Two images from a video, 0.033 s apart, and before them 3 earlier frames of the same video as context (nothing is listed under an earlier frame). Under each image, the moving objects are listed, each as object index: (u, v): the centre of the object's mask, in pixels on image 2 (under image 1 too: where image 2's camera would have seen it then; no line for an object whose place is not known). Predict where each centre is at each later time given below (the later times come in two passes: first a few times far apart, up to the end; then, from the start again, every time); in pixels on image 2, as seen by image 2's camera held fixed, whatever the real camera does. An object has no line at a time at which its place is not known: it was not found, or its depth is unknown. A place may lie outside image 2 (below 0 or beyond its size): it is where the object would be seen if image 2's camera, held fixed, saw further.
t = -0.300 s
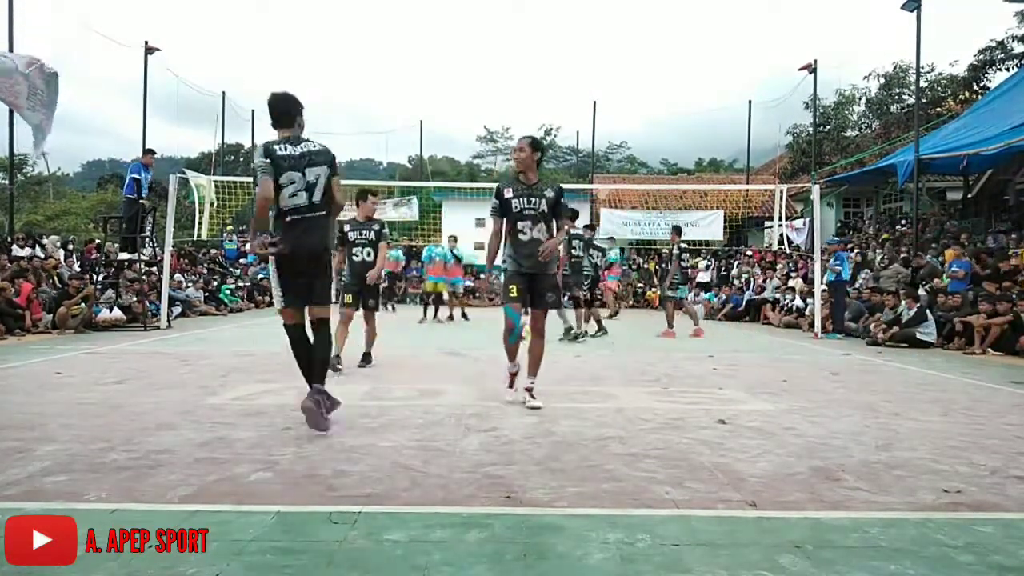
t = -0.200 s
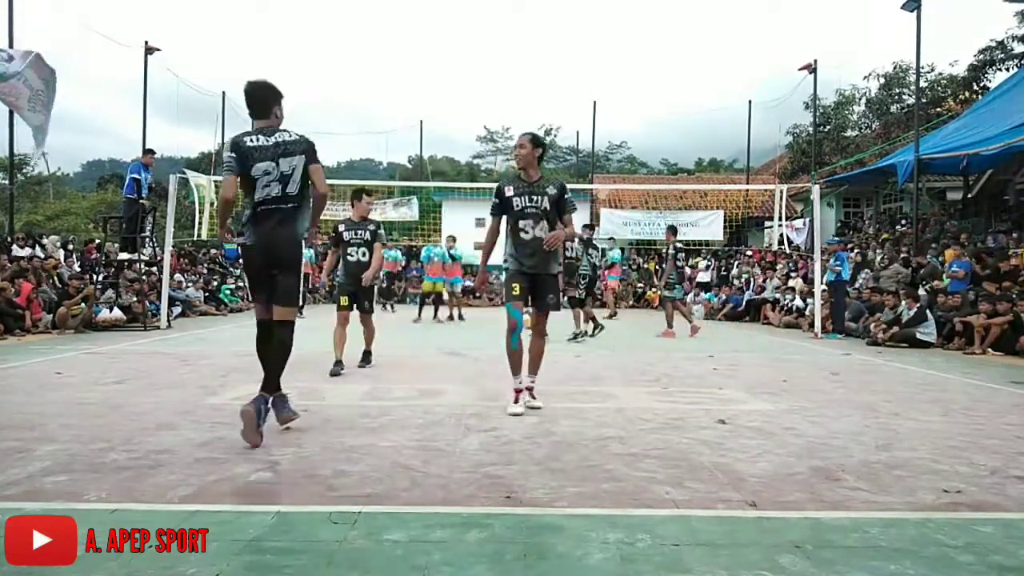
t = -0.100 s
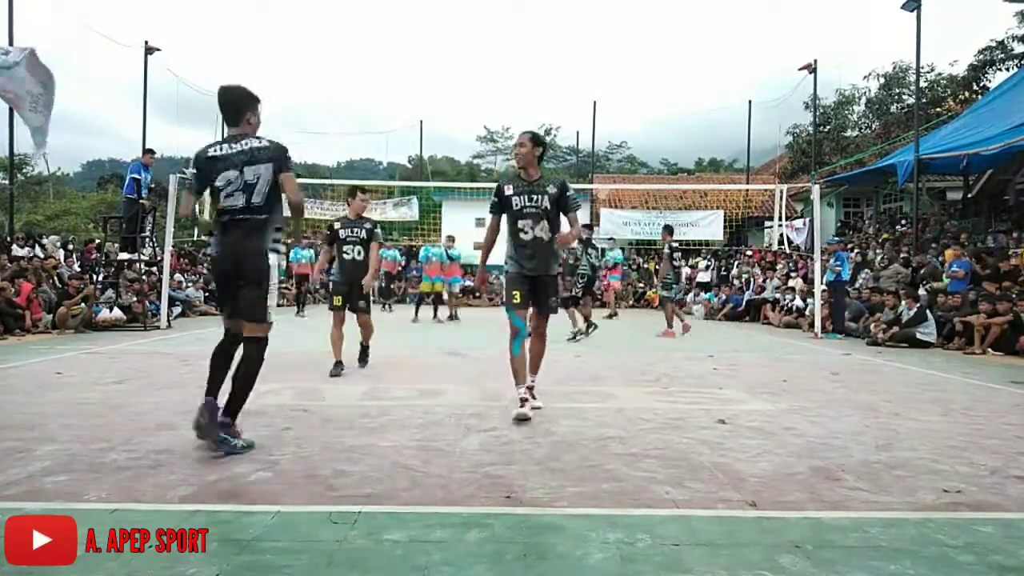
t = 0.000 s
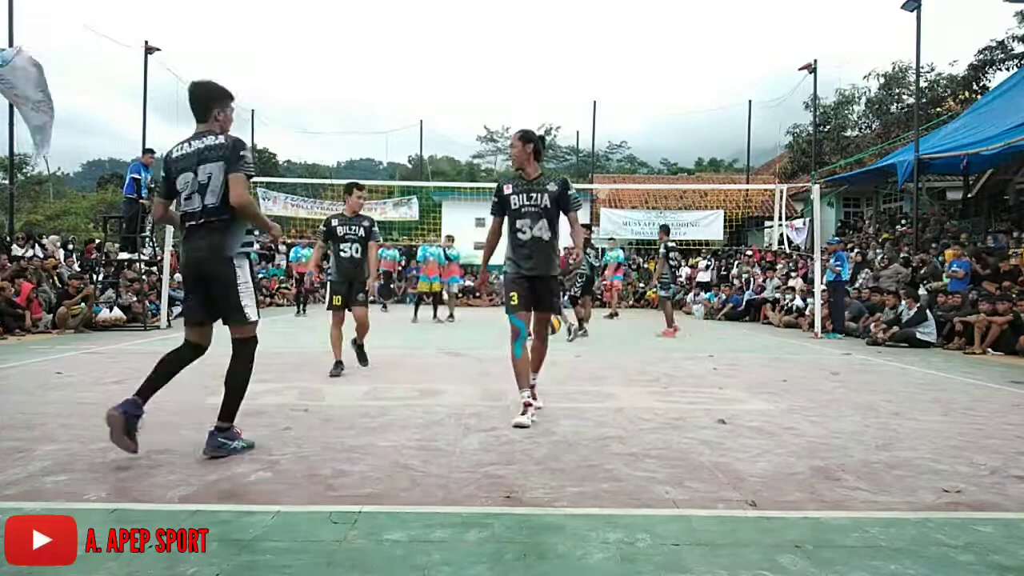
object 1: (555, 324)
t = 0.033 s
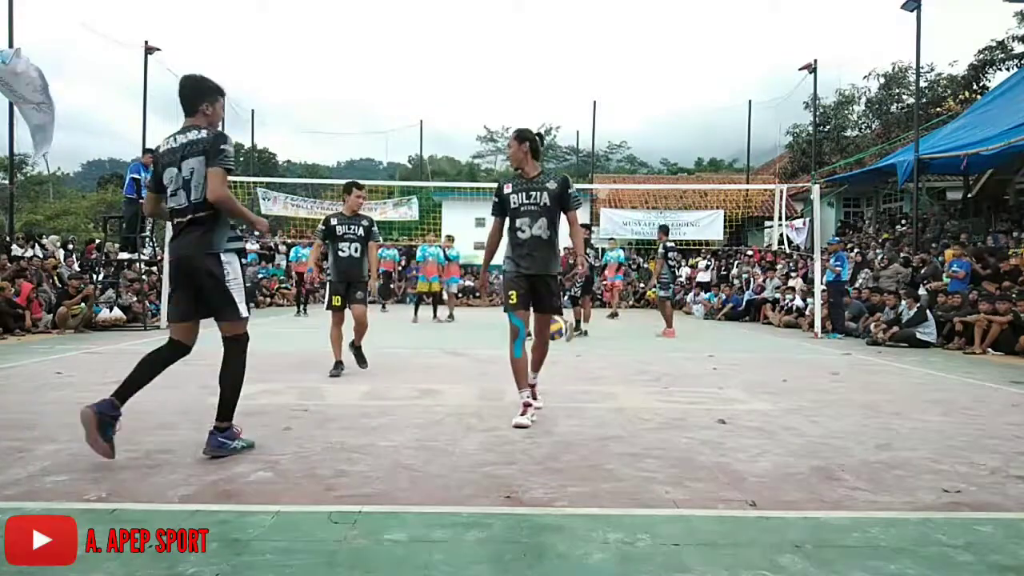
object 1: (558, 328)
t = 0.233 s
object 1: (576, 372)
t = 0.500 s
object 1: (621, 350)
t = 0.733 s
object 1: (673, 419)
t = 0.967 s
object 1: (749, 397)
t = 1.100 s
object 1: (809, 440)
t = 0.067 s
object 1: (559, 331)
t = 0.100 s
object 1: (562, 343)
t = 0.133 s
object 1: (565, 352)
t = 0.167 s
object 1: (569, 364)
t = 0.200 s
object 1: (573, 378)
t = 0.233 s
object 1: (576, 372)
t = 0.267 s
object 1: (582, 364)
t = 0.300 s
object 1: (588, 358)
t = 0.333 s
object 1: (592, 353)
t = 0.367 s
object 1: (598, 350)
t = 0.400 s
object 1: (603, 347)
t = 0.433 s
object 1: (607, 348)
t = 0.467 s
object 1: (614, 348)
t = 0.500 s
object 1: (621, 350)
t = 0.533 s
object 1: (628, 356)
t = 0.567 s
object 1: (634, 362)
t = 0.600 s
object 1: (641, 371)
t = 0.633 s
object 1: (647, 382)
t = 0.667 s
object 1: (656, 395)
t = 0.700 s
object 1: (665, 411)
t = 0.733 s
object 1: (673, 419)
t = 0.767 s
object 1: (682, 410)
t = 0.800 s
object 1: (692, 402)
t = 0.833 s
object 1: (701, 397)
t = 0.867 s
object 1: (713, 394)
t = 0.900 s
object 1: (724, 392)
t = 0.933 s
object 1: (737, 393)
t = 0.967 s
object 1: (749, 397)
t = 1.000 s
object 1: (762, 402)
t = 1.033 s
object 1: (776, 412)
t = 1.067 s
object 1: (792, 425)
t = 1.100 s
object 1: (809, 440)
